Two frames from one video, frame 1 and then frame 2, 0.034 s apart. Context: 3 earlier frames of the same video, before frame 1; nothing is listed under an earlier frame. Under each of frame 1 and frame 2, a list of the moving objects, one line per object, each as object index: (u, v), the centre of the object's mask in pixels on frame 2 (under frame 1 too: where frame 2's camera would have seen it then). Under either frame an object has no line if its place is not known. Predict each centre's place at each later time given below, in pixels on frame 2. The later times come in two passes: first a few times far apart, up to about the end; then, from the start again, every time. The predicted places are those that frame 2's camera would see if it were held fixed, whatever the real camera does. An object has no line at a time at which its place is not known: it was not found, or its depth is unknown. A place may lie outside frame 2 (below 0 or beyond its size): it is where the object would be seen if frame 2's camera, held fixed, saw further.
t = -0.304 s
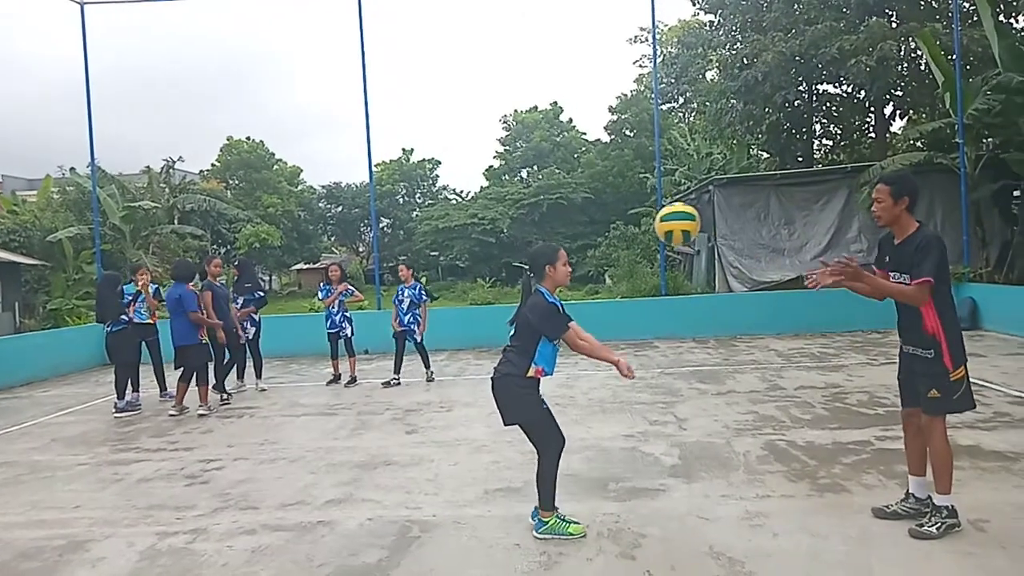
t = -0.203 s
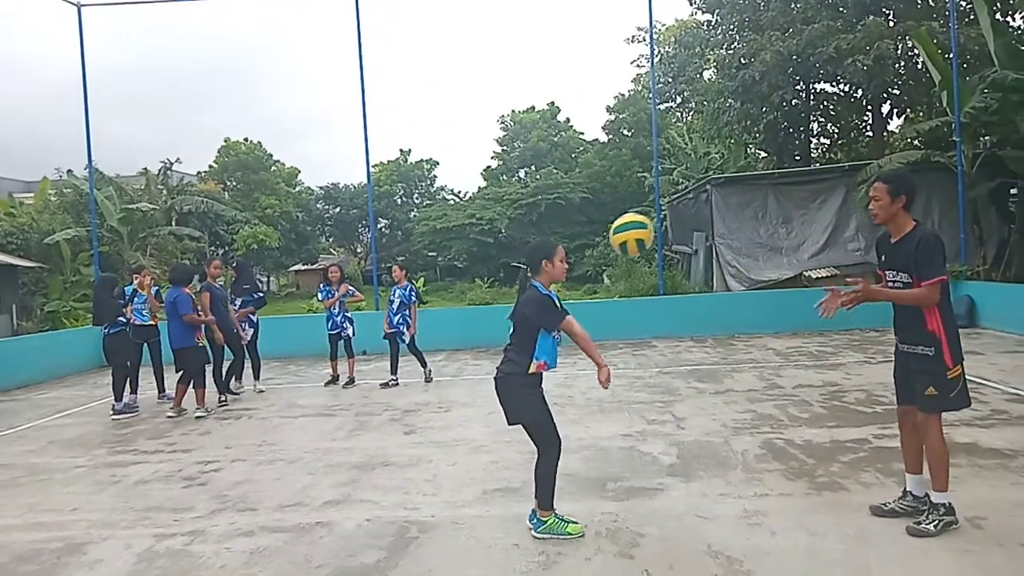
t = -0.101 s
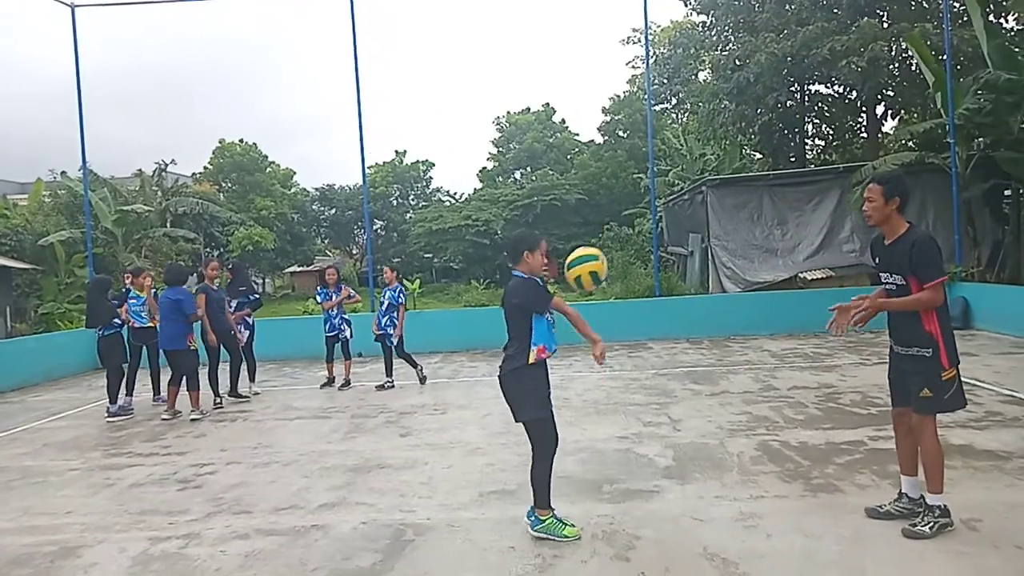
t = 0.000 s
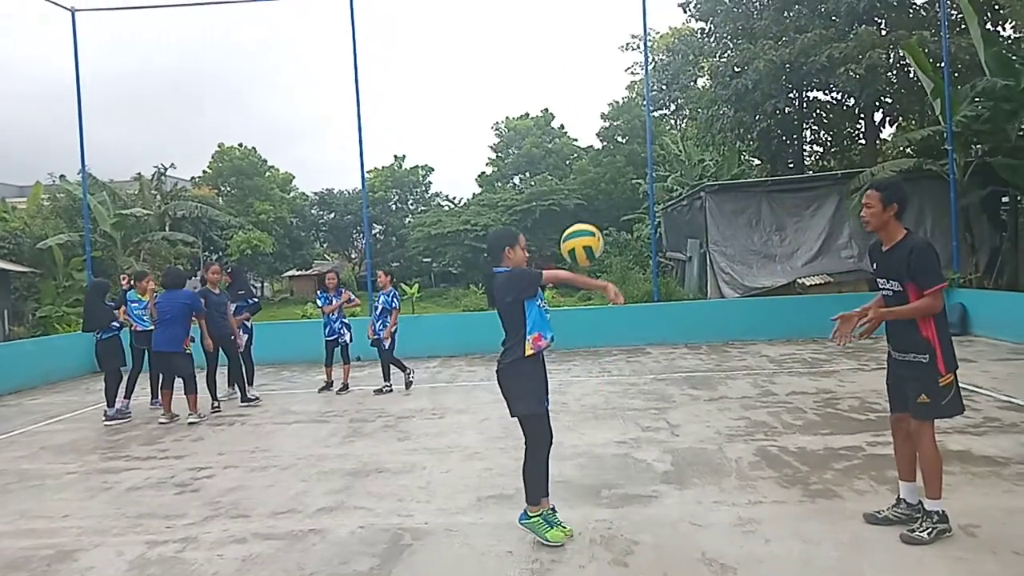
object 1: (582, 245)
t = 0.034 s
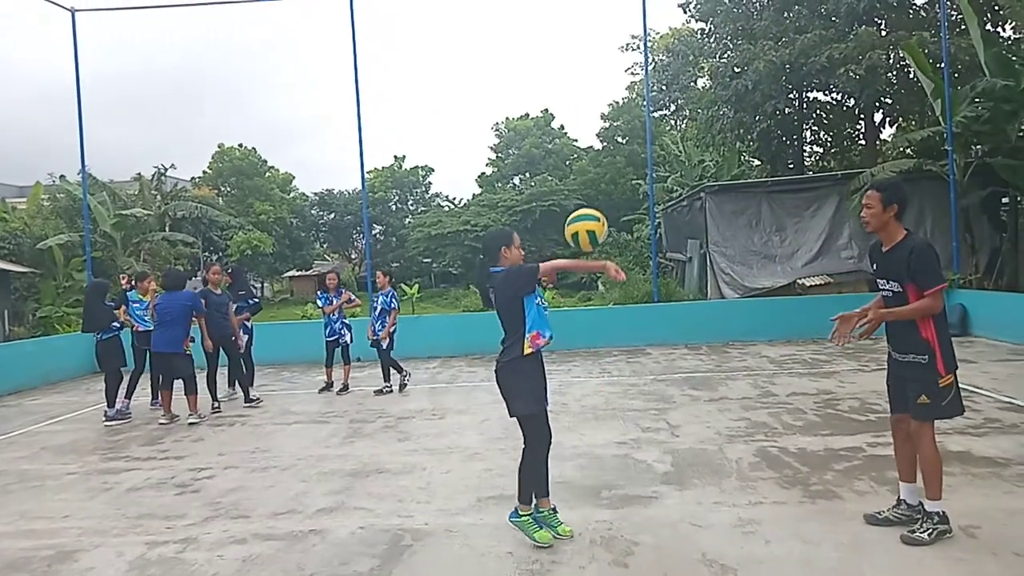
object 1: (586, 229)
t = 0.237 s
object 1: (614, 181)
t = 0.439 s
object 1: (647, 214)
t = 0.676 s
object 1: (693, 358)
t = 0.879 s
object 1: (732, 481)
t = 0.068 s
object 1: (590, 216)
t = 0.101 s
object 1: (595, 205)
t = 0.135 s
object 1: (599, 196)
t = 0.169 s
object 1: (604, 189)
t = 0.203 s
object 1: (609, 184)
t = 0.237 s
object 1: (614, 181)
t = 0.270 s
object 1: (619, 181)
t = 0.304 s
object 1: (624, 183)
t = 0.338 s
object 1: (630, 188)
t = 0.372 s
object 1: (635, 194)
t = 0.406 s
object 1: (641, 203)
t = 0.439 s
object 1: (647, 214)
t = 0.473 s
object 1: (653, 228)
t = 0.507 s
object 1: (659, 243)
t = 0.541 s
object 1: (665, 262)
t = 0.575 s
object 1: (672, 283)
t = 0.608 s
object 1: (679, 306)
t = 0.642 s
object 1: (686, 331)
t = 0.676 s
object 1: (693, 358)
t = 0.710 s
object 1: (700, 389)
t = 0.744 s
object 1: (708, 422)
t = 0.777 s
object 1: (715, 456)
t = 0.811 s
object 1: (722, 493)
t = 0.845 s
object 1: (728, 509)
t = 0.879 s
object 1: (732, 481)
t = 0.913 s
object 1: (735, 454)
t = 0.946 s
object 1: (739, 430)
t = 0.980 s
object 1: (743, 408)
